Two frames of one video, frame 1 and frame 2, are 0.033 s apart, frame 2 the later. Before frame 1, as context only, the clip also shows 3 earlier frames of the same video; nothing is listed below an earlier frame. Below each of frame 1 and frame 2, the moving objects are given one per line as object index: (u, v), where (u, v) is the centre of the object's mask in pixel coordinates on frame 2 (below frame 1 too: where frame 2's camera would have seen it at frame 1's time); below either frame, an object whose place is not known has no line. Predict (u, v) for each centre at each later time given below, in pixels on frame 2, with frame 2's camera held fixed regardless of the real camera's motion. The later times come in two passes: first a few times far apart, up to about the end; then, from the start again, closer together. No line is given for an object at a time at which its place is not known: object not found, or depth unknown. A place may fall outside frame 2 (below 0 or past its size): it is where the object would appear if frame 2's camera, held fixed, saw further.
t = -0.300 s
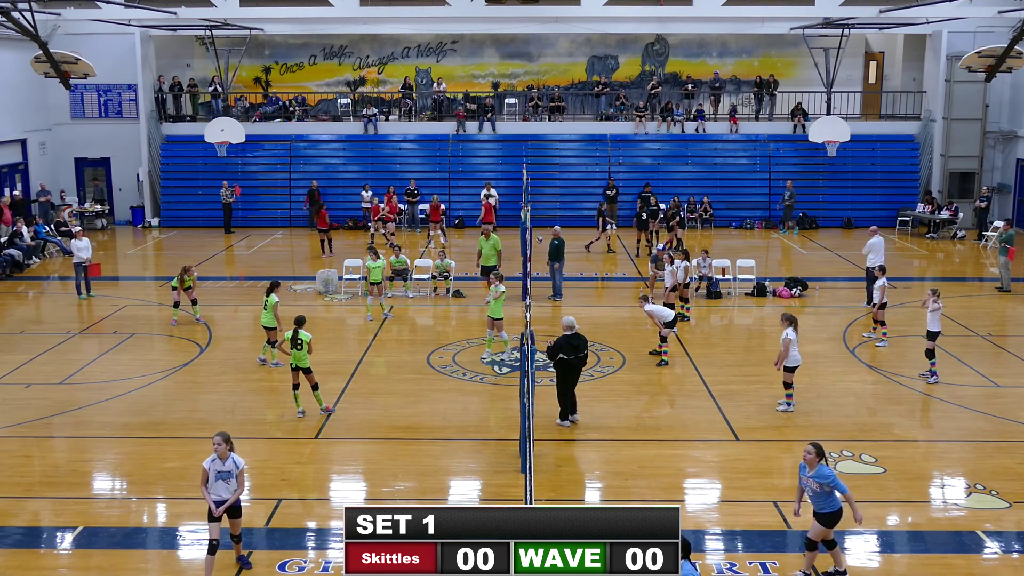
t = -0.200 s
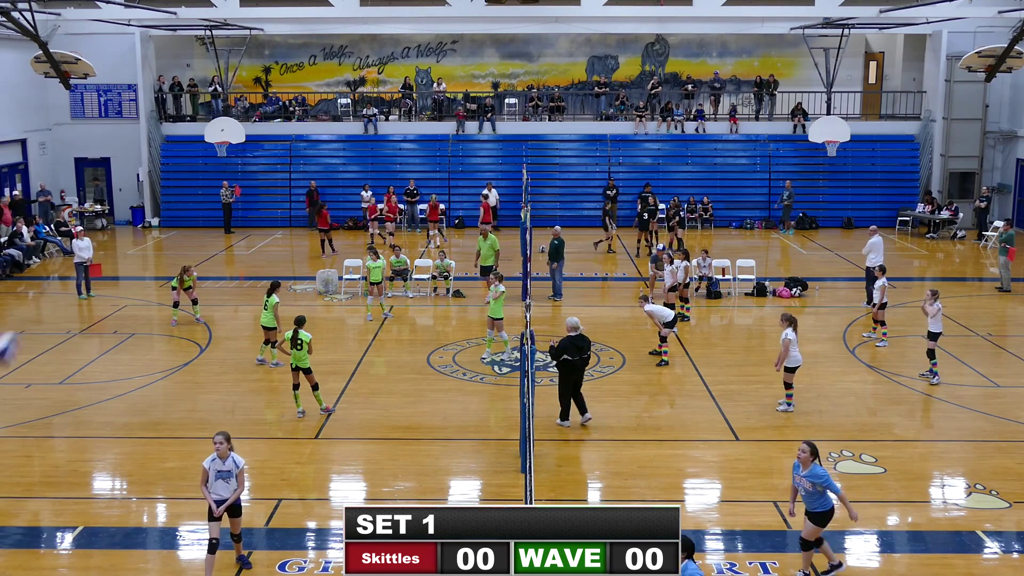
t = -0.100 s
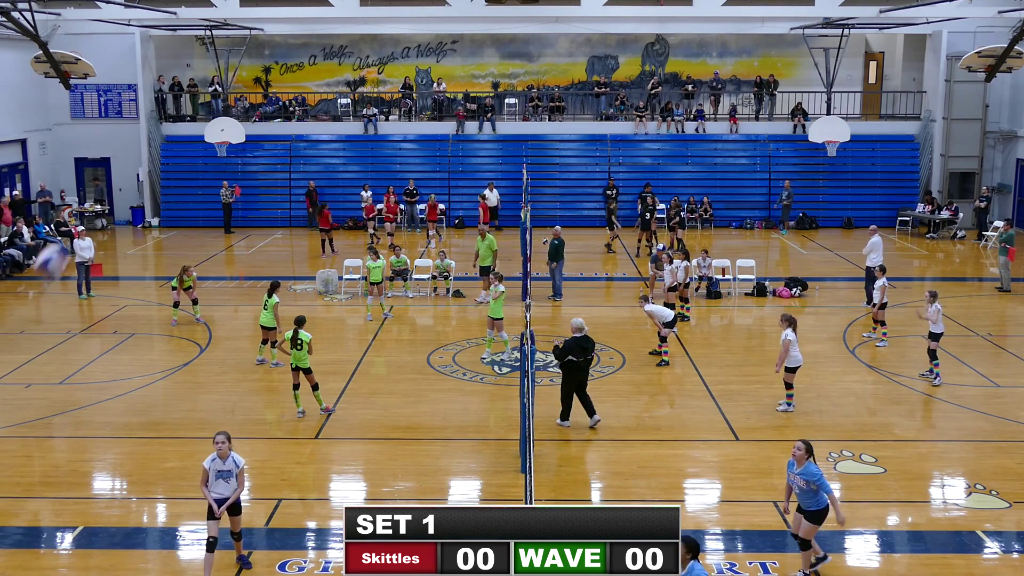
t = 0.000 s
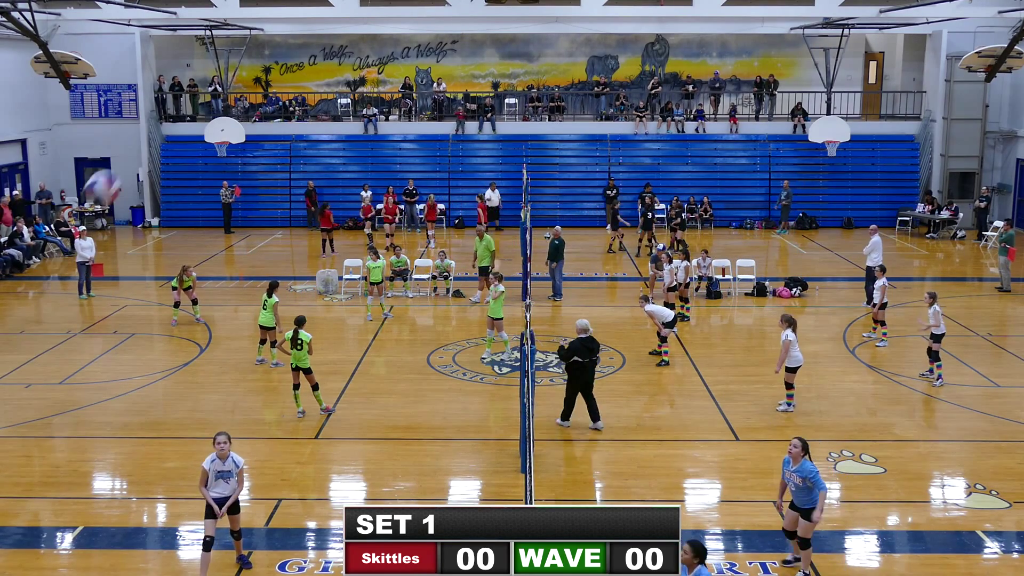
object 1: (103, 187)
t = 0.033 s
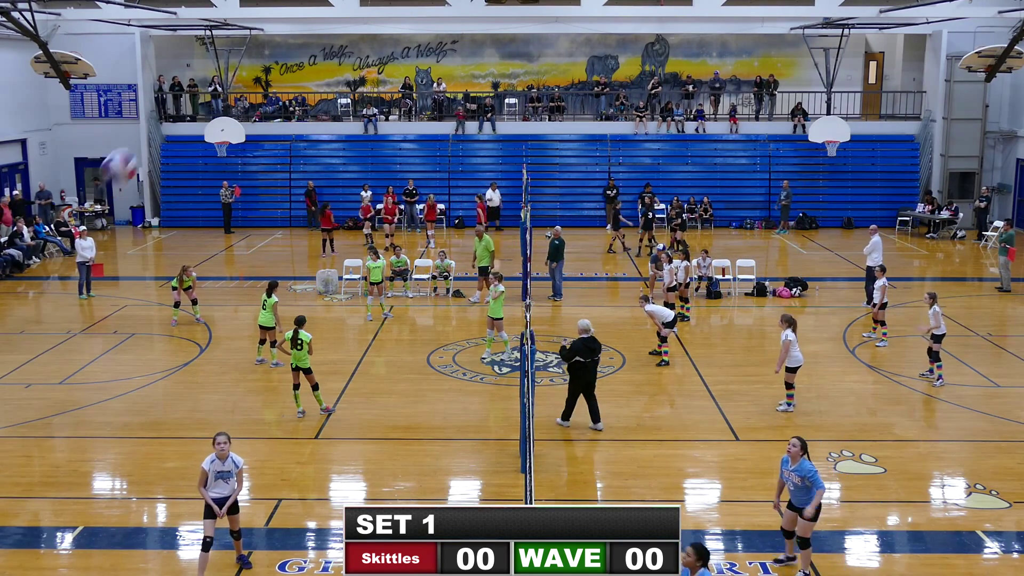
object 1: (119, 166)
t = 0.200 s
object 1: (210, 82)
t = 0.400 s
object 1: (319, 38)
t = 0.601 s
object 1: (429, 53)
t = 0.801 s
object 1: (537, 129)
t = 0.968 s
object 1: (619, 233)
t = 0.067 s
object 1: (137, 147)
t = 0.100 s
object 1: (156, 128)
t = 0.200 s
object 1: (210, 82)
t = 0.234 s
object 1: (228, 69)
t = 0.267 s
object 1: (247, 59)
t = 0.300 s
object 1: (264, 52)
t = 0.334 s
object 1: (282, 46)
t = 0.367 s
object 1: (301, 41)
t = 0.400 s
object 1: (319, 38)
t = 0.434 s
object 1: (338, 36)
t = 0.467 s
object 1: (356, 36)
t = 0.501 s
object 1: (375, 39)
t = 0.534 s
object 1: (393, 42)
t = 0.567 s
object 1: (411, 47)
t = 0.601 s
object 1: (429, 53)
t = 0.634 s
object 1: (448, 62)
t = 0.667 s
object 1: (466, 72)
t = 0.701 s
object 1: (485, 85)
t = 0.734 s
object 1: (502, 98)
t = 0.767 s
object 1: (519, 111)
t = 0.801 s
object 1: (537, 129)
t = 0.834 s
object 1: (553, 147)
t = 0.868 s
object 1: (570, 166)
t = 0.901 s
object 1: (586, 188)
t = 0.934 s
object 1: (603, 209)
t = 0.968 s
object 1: (619, 233)
